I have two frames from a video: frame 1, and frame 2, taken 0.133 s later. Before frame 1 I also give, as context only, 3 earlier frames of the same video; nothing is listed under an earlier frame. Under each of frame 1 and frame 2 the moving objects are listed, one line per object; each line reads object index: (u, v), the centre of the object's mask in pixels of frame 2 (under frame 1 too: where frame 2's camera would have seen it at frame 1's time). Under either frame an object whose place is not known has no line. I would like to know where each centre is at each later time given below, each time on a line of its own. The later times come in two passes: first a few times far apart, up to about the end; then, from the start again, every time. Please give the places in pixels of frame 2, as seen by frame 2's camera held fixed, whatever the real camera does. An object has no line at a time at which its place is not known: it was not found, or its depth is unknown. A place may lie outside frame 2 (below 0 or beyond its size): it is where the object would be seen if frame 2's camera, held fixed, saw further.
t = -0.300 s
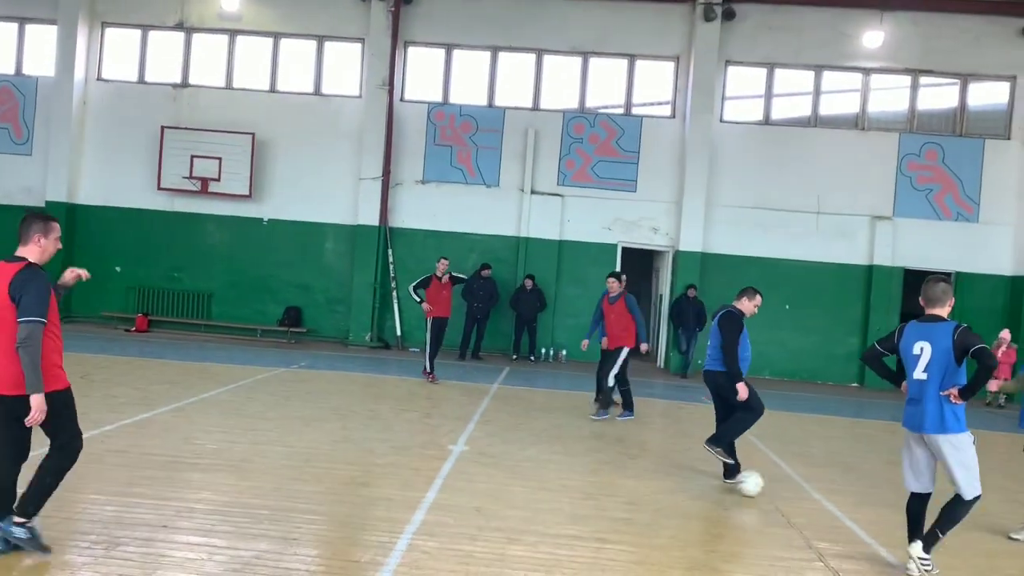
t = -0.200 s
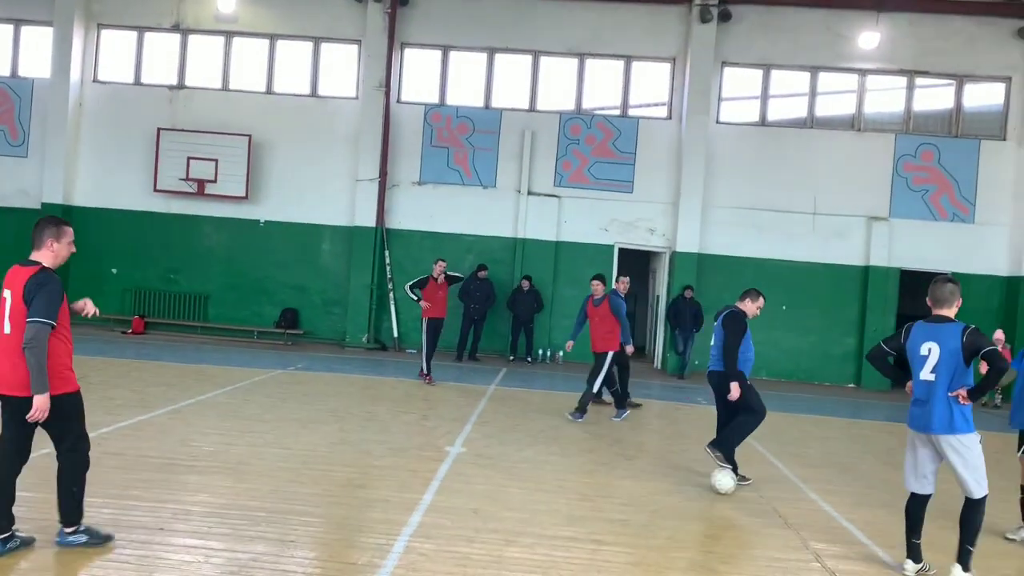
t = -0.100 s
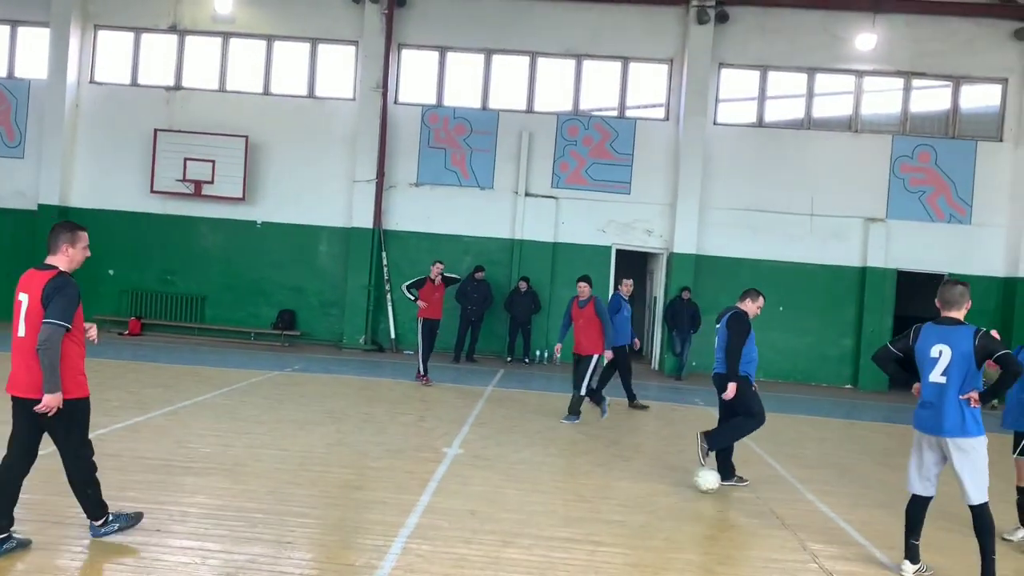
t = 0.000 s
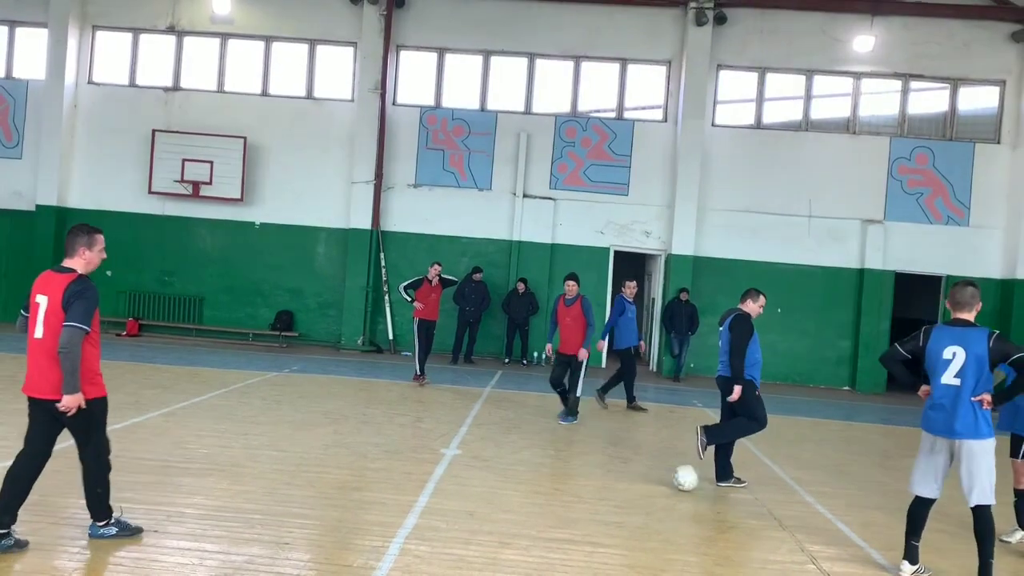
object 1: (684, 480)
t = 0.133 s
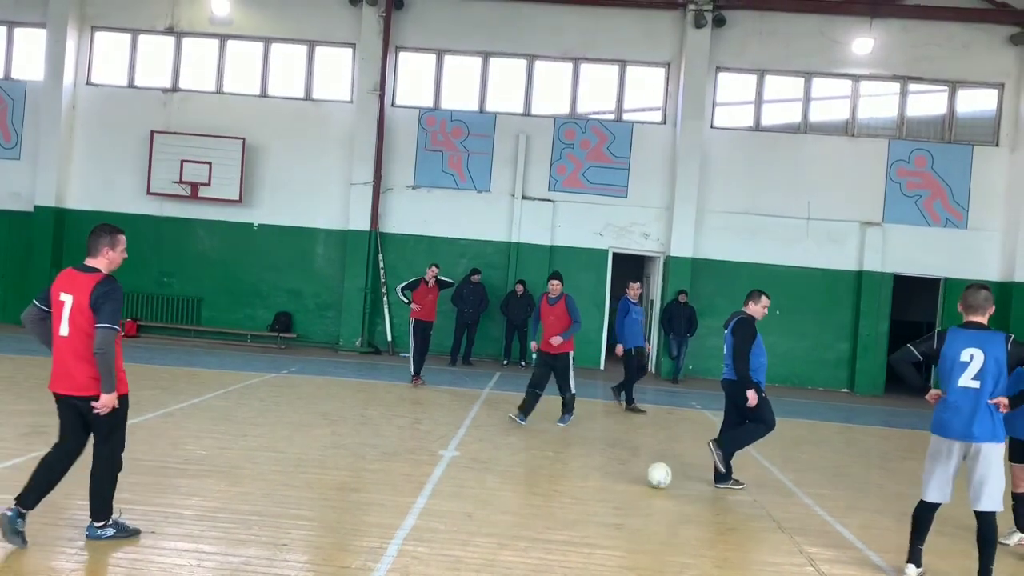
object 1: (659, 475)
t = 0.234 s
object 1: (641, 472)
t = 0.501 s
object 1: (595, 464)
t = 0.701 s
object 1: (562, 459)
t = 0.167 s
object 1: (653, 474)
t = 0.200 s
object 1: (647, 473)
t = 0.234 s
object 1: (641, 472)
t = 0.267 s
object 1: (635, 471)
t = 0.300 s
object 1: (629, 470)
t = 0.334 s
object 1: (623, 470)
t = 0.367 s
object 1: (617, 469)
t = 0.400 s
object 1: (612, 467)
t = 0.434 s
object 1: (606, 467)
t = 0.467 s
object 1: (600, 465)
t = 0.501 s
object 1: (595, 464)
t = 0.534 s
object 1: (589, 463)
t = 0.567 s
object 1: (584, 462)
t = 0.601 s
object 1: (578, 461)
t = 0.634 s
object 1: (573, 460)
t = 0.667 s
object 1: (568, 460)
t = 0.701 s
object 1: (562, 459)
